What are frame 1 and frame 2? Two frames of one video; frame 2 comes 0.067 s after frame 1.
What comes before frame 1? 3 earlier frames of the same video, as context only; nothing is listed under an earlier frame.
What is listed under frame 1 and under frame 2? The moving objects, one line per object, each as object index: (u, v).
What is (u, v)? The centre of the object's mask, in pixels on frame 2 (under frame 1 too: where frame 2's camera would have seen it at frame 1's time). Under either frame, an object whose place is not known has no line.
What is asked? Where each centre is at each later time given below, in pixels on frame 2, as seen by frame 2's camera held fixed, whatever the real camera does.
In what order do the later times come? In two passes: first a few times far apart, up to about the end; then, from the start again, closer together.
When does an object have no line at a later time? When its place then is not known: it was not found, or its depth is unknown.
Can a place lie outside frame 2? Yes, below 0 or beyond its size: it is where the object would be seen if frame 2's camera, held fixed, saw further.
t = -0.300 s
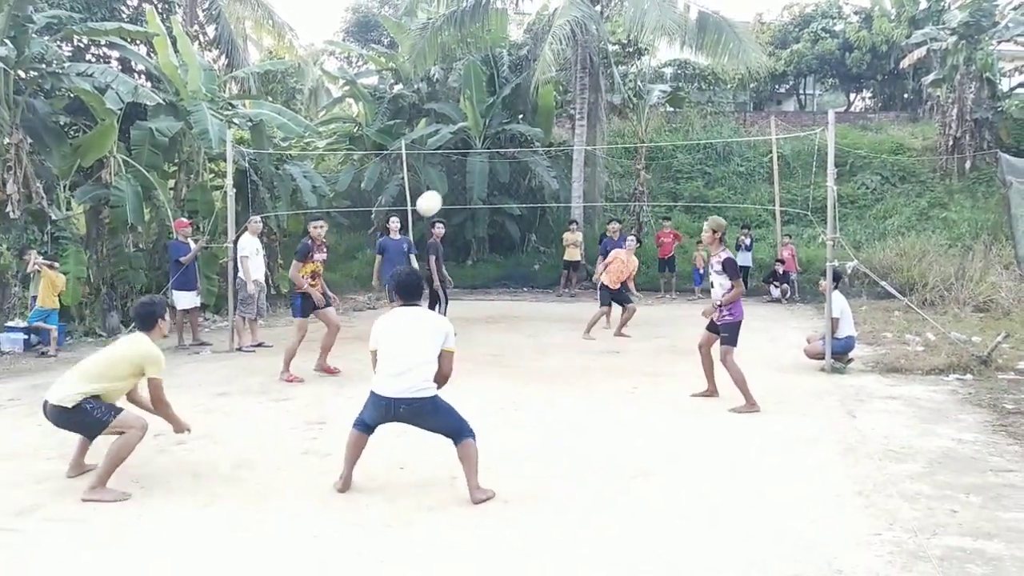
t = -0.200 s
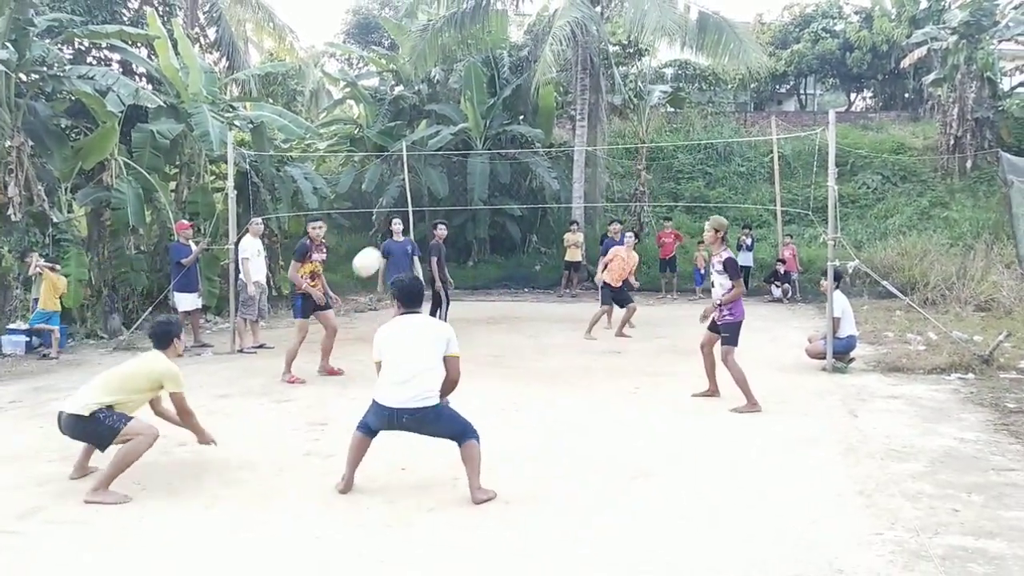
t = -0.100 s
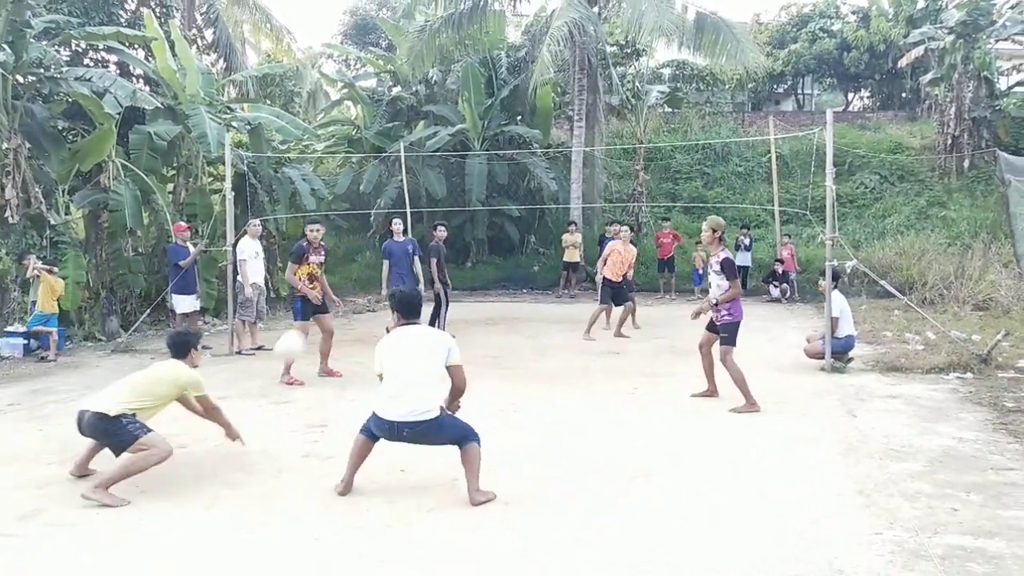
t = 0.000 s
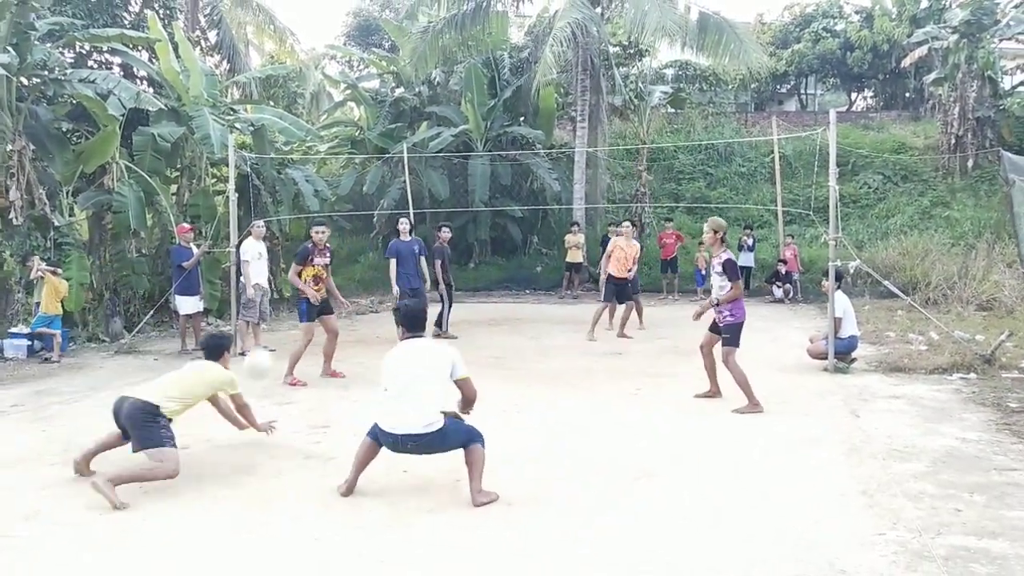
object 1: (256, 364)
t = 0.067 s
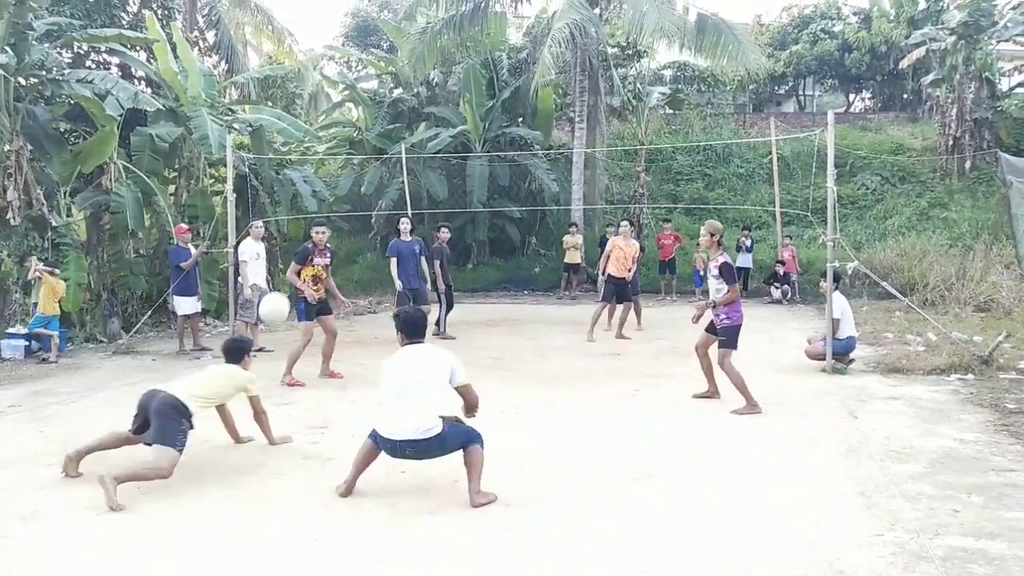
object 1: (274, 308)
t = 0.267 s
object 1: (325, 177)
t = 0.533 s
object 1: (388, 88)
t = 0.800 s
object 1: (447, 92)
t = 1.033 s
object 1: (497, 167)
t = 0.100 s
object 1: (283, 283)
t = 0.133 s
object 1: (292, 257)
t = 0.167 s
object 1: (300, 236)
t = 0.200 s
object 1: (308, 214)
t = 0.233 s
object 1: (316, 195)
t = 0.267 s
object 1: (325, 177)
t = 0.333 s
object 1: (341, 145)
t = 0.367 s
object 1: (348, 132)
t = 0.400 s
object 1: (356, 120)
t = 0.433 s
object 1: (364, 110)
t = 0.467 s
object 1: (372, 102)
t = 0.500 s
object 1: (380, 94)
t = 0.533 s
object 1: (388, 88)
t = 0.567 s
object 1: (395, 84)
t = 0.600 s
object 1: (402, 81)
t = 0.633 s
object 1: (410, 79)
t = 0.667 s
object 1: (418, 79)
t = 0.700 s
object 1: (425, 81)
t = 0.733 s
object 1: (432, 83)
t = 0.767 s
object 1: (440, 87)
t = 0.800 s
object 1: (447, 92)
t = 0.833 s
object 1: (454, 99)
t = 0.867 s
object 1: (461, 107)
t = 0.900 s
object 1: (468, 117)
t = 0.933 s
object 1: (476, 127)
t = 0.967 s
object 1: (483, 139)
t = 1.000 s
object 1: (490, 152)
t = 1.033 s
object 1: (497, 167)
